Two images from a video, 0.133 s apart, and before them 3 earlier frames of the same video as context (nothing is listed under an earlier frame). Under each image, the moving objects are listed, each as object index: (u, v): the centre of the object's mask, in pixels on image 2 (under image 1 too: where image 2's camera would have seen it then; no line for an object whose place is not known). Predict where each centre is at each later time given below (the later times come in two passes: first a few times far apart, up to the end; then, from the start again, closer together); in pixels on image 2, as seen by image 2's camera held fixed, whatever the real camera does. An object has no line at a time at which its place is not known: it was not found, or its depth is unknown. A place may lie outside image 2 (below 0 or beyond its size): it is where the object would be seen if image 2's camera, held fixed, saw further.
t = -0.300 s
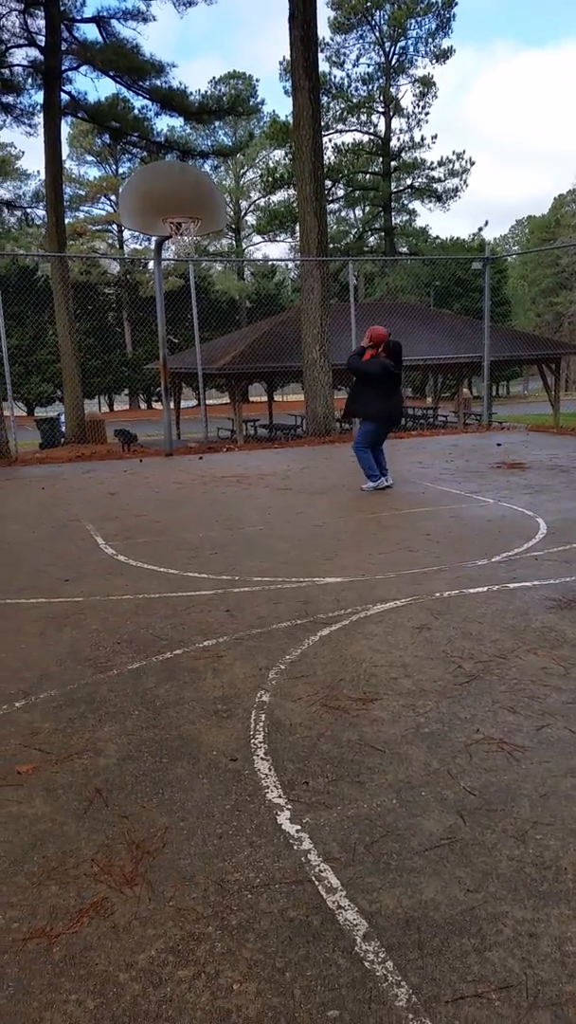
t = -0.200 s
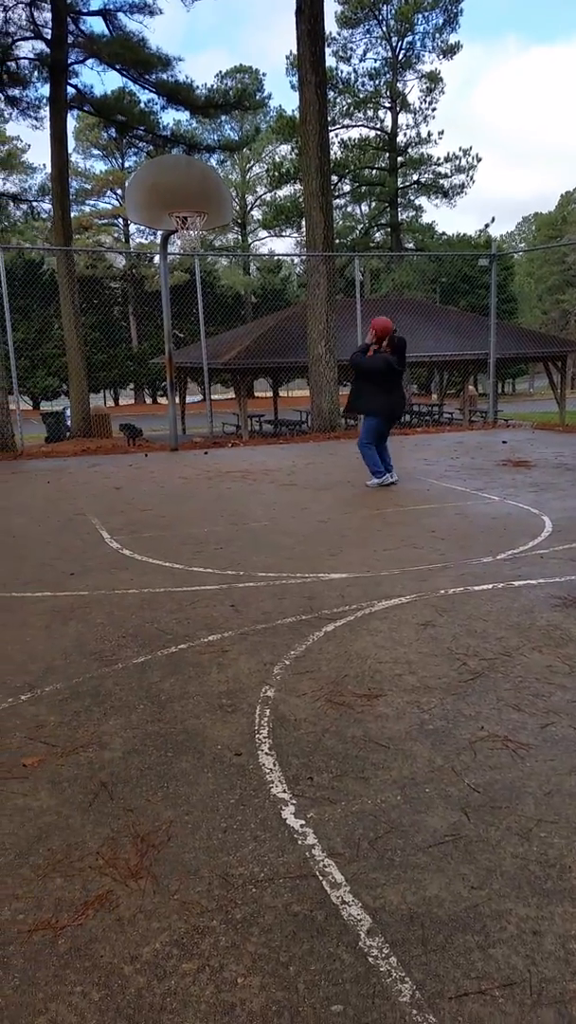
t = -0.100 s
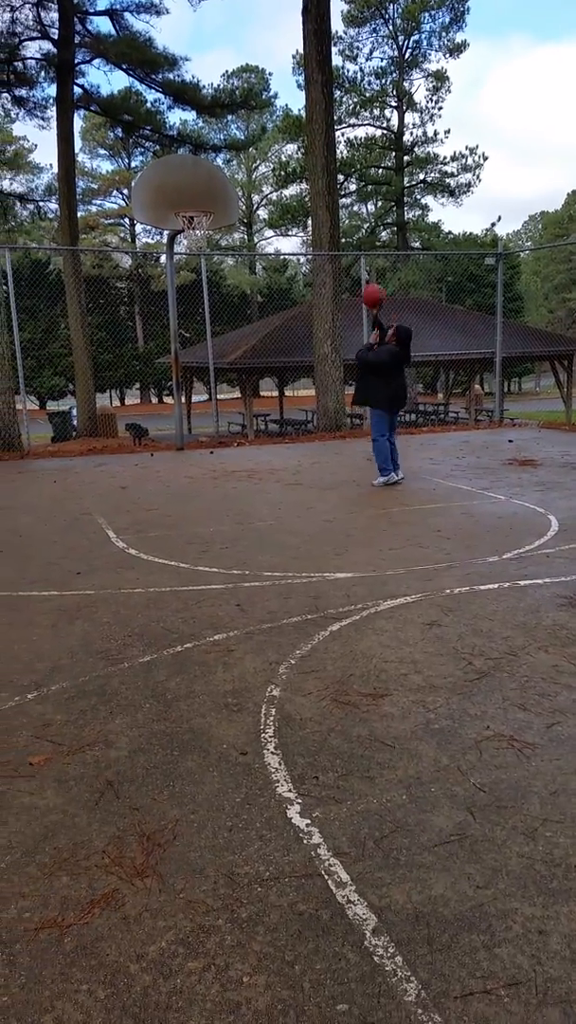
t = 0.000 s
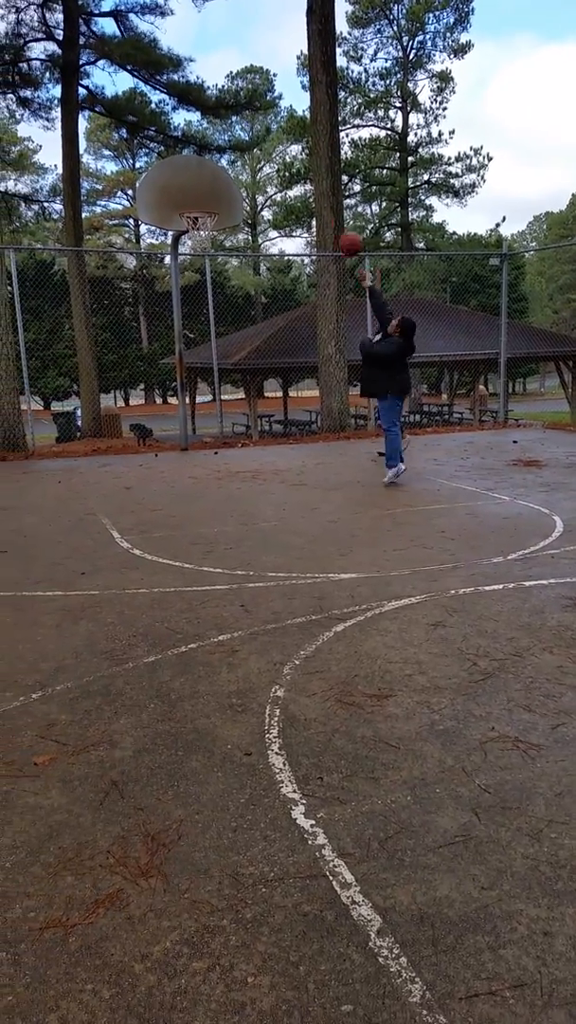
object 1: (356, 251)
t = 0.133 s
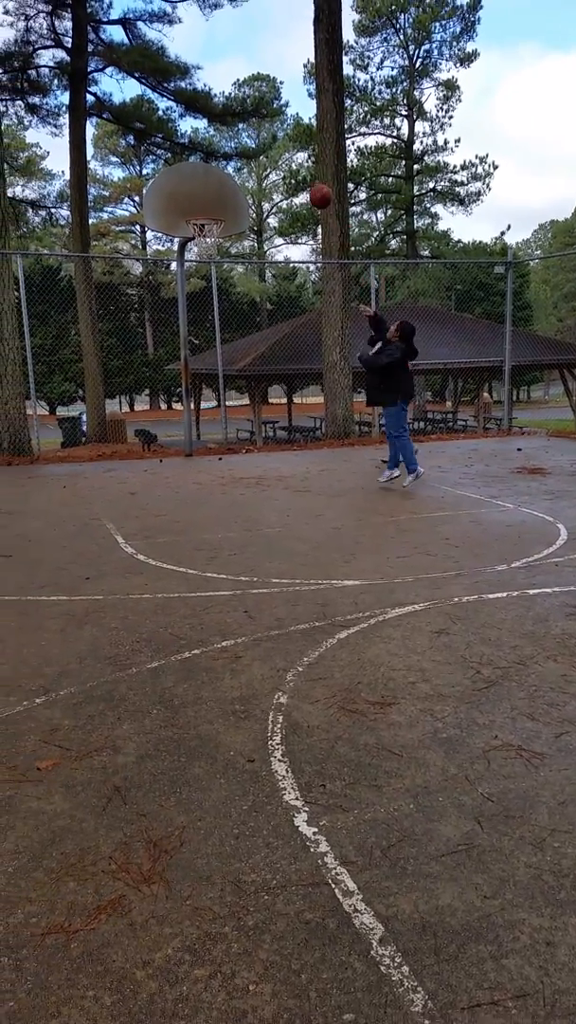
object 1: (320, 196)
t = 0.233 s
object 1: (296, 169)
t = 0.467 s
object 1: (241, 147)
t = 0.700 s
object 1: (196, 175)
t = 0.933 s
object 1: (169, 232)
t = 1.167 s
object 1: (164, 312)
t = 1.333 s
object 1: (162, 401)
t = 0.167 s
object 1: (311, 185)
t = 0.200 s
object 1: (304, 176)
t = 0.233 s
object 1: (296, 169)
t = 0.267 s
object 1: (287, 163)
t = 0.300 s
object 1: (278, 157)
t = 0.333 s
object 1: (271, 153)
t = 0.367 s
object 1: (265, 150)
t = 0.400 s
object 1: (256, 148)
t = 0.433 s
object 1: (249, 147)
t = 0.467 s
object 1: (241, 147)
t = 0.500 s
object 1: (234, 149)
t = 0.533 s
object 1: (228, 150)
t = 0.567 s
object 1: (221, 154)
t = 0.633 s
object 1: (208, 163)
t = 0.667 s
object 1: (202, 168)
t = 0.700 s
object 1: (196, 175)
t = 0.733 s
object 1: (190, 183)
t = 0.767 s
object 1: (184, 192)
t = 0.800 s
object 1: (179, 200)
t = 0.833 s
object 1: (174, 210)
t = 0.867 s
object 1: (172, 216)
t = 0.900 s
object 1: (171, 224)
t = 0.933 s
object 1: (169, 232)
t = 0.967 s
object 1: (168, 240)
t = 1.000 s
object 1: (167, 250)
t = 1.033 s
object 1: (166, 260)
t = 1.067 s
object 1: (166, 272)
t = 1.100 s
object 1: (166, 283)
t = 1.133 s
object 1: (165, 297)
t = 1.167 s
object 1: (164, 312)
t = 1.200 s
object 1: (164, 327)
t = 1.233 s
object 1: (164, 344)
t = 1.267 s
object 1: (163, 362)
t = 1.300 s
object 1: (162, 380)
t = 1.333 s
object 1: (162, 401)
